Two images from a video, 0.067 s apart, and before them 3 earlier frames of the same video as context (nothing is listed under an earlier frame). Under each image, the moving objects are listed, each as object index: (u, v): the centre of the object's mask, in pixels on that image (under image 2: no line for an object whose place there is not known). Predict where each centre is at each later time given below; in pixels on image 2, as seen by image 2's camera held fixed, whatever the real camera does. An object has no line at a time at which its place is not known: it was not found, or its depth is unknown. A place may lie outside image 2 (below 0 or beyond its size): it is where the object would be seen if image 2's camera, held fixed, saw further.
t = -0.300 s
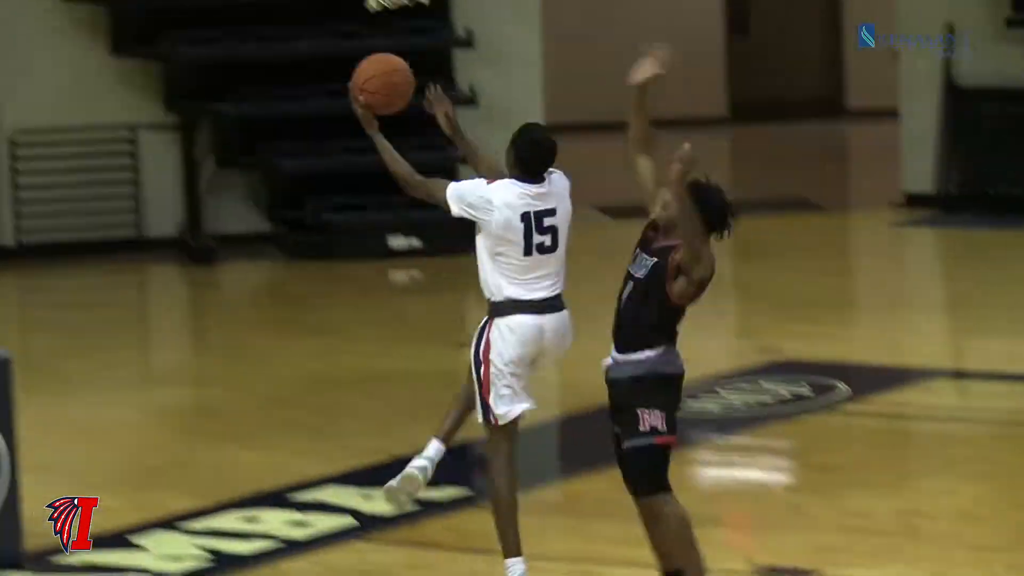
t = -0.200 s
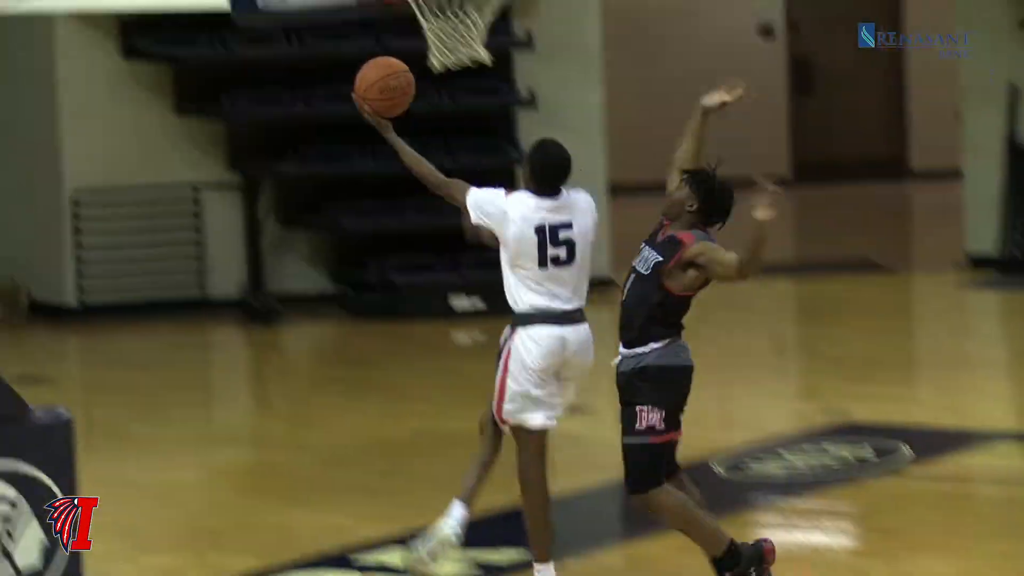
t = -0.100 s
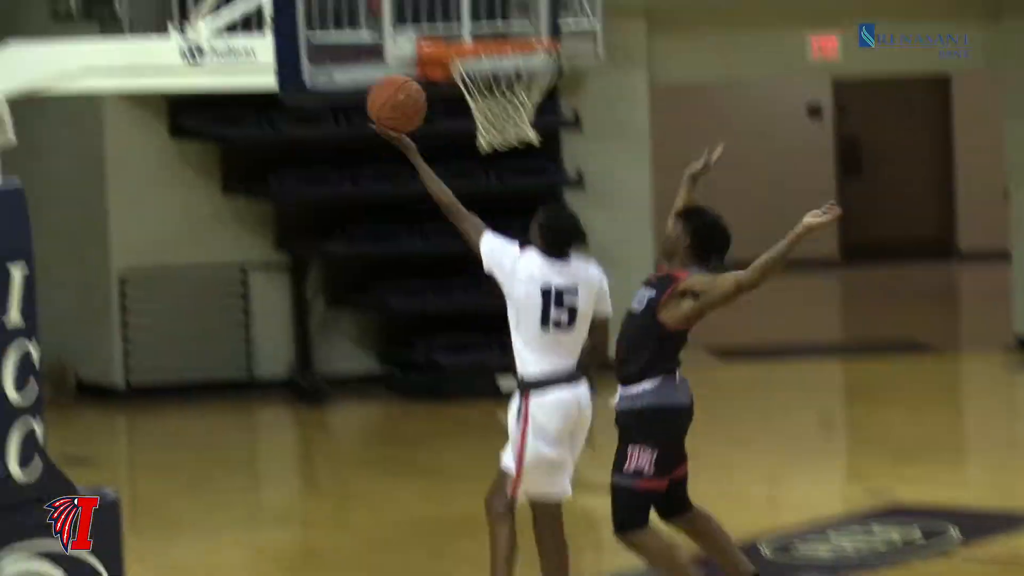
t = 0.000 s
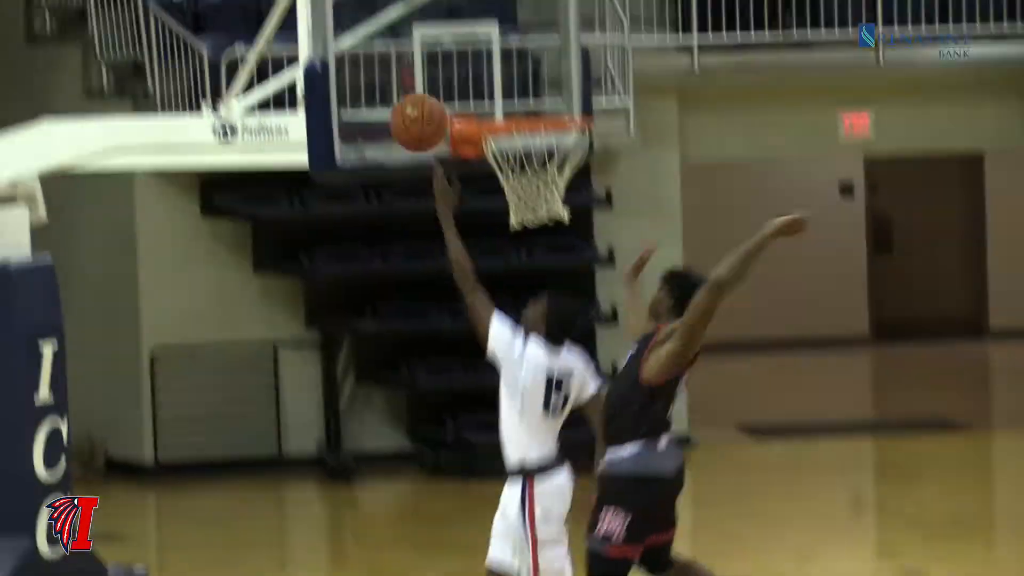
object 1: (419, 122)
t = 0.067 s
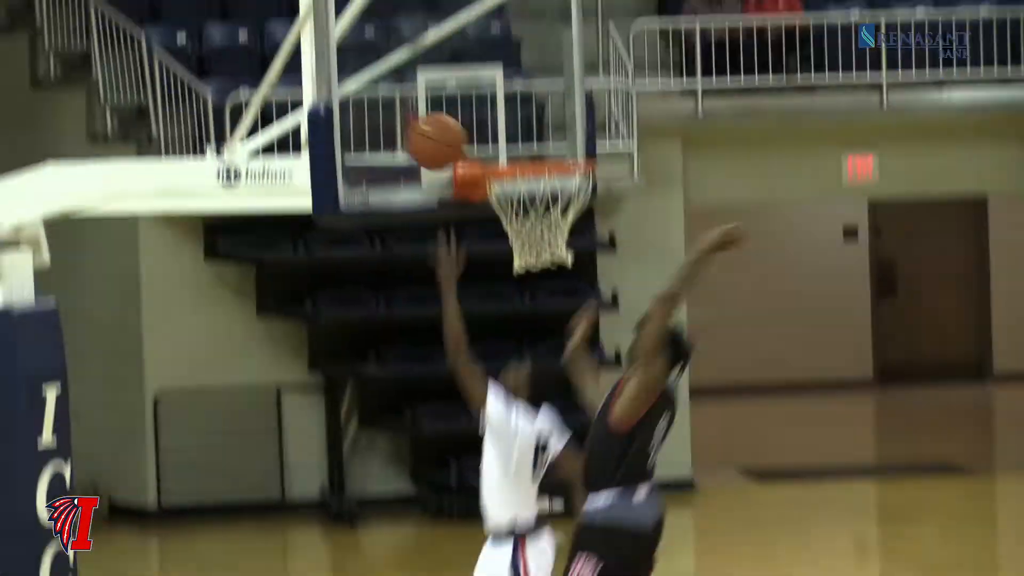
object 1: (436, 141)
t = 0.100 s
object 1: (453, 133)
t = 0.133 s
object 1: (466, 128)
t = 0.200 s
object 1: (495, 122)
